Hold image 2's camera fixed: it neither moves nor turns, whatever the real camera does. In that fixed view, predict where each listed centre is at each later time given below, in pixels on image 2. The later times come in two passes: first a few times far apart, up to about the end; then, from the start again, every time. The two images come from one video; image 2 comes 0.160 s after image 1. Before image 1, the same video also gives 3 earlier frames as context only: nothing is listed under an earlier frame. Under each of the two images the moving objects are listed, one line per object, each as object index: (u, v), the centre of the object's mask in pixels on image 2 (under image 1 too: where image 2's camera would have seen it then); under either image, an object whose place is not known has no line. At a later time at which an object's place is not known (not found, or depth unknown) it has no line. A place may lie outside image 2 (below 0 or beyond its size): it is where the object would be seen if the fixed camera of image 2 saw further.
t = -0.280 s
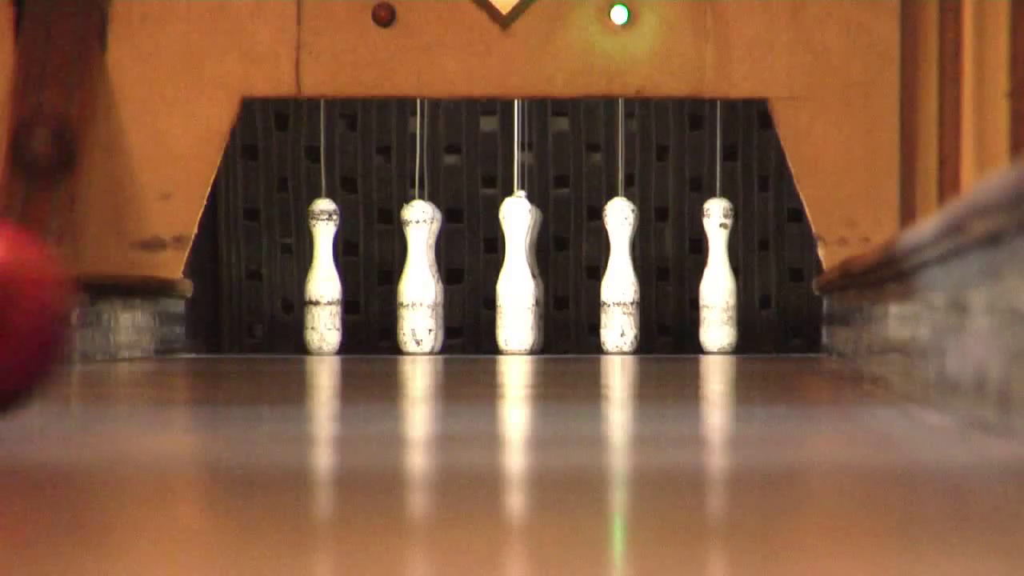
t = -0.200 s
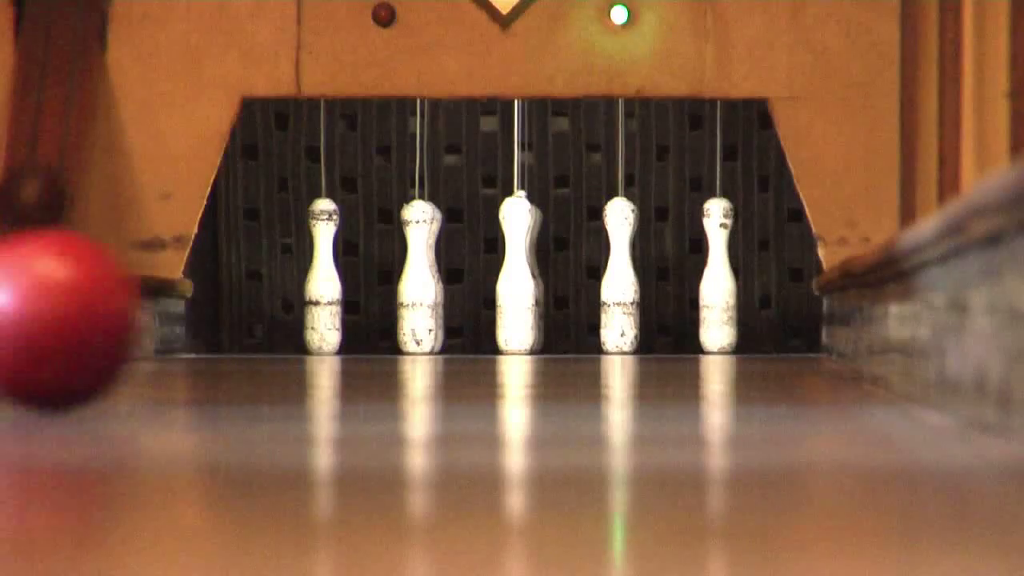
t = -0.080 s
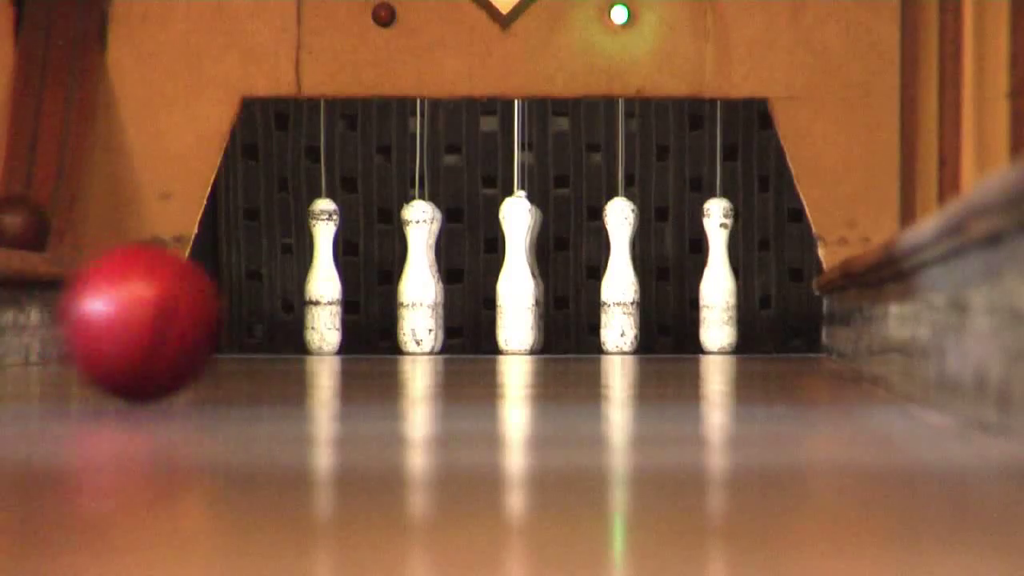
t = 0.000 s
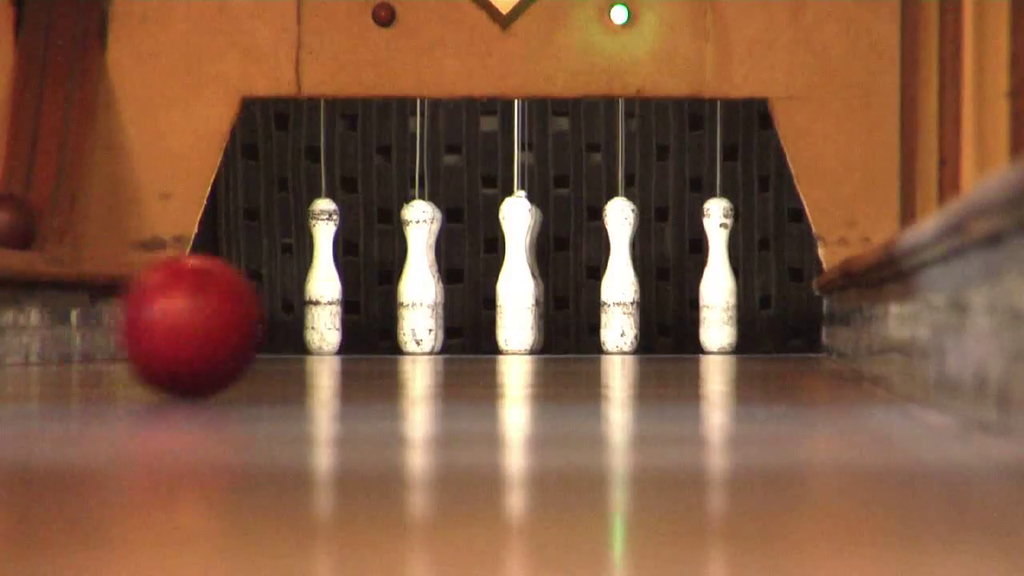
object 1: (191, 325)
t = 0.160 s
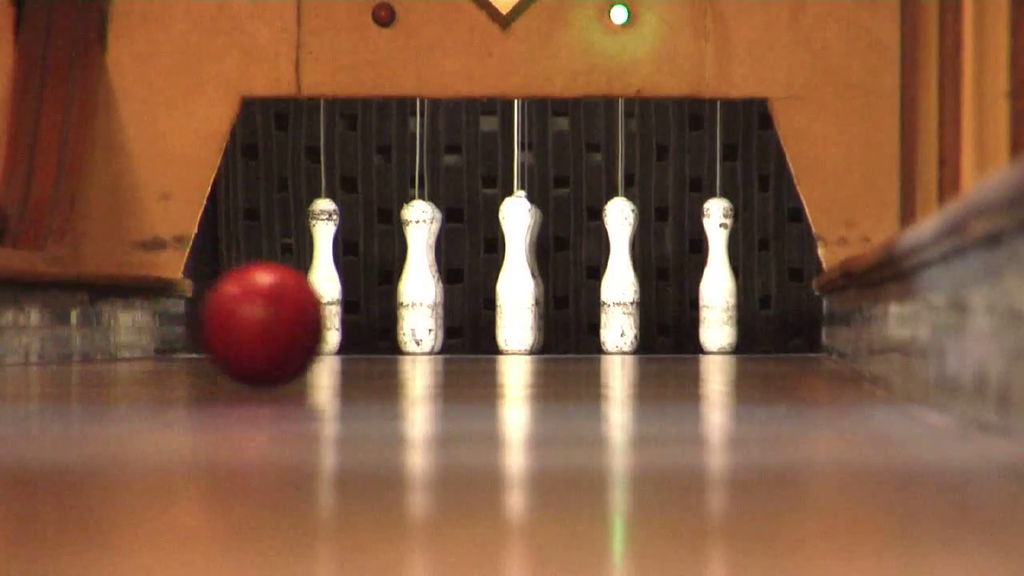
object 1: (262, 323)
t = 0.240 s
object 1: (292, 322)
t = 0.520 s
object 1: (371, 318)
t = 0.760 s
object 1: (416, 318)
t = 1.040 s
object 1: (457, 318)
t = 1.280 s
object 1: (477, 319)
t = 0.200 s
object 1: (277, 323)
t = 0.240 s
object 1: (292, 322)
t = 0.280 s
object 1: (305, 322)
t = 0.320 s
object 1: (318, 321)
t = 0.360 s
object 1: (330, 319)
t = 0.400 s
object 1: (341, 320)
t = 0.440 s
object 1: (352, 319)
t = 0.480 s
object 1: (363, 318)
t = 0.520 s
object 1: (371, 318)
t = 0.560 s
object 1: (380, 319)
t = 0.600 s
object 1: (386, 319)
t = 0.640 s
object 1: (395, 320)
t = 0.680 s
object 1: (402, 319)
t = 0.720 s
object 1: (409, 319)
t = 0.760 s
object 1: (416, 318)
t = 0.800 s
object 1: (423, 318)
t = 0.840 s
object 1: (429, 319)
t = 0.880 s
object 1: (436, 320)
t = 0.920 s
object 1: (441, 319)
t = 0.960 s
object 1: (447, 319)
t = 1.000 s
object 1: (452, 319)
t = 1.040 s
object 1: (457, 318)
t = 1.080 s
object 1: (462, 318)
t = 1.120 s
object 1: (467, 318)
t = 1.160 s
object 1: (471, 318)
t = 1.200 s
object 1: (475, 321)
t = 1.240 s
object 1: (478, 321)
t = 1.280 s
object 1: (477, 319)
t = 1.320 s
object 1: (454, 323)
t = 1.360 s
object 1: (449, 322)
